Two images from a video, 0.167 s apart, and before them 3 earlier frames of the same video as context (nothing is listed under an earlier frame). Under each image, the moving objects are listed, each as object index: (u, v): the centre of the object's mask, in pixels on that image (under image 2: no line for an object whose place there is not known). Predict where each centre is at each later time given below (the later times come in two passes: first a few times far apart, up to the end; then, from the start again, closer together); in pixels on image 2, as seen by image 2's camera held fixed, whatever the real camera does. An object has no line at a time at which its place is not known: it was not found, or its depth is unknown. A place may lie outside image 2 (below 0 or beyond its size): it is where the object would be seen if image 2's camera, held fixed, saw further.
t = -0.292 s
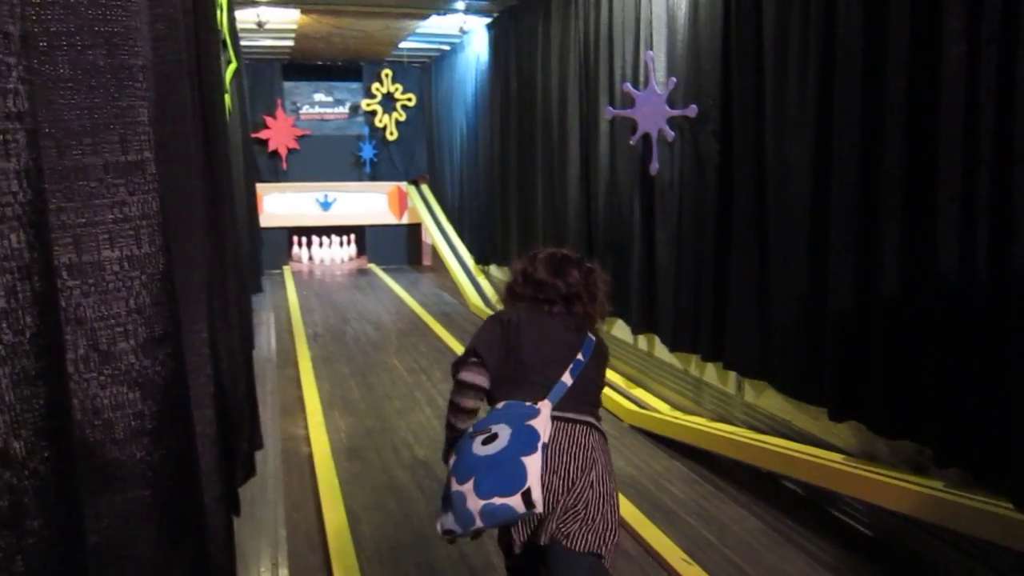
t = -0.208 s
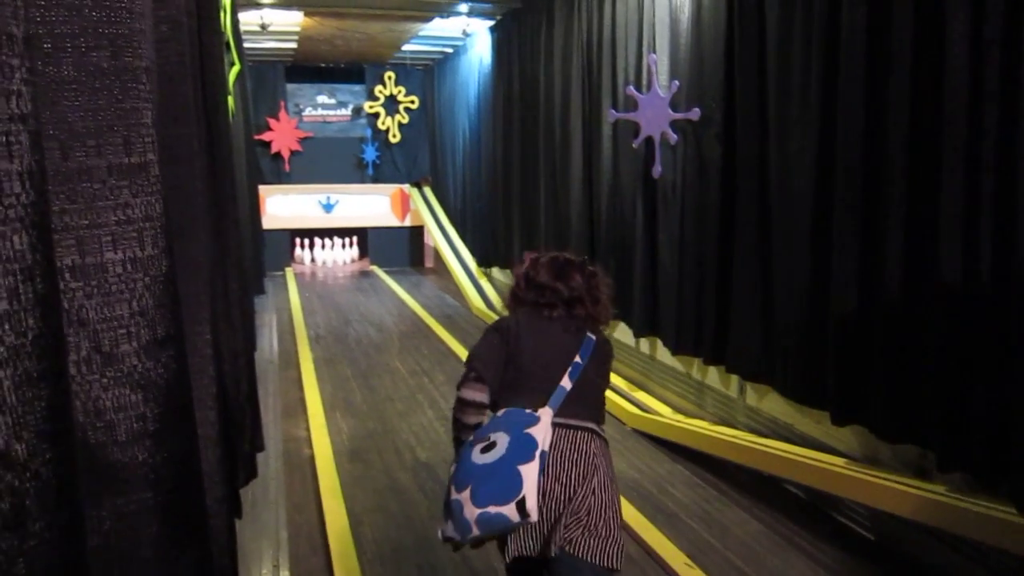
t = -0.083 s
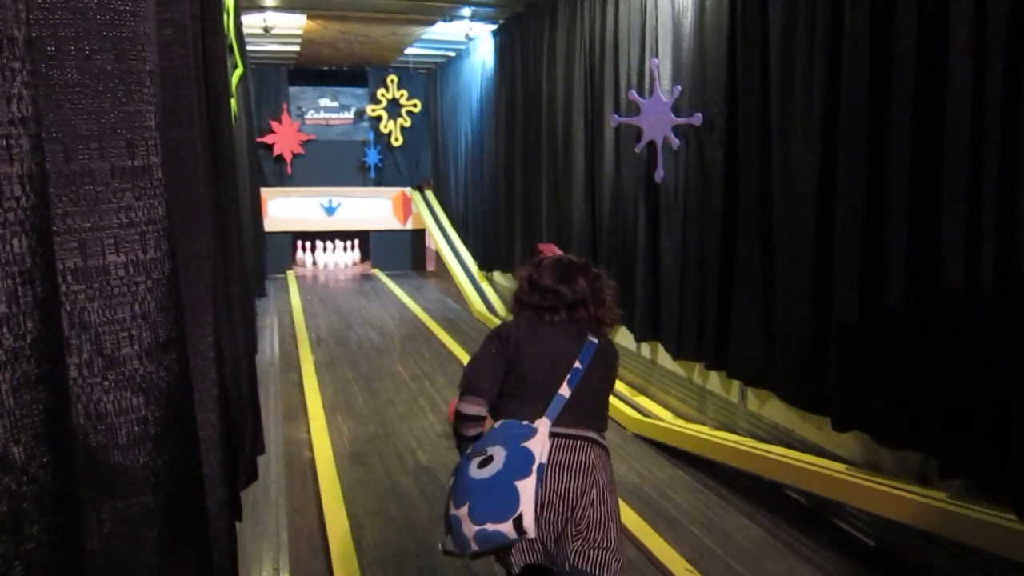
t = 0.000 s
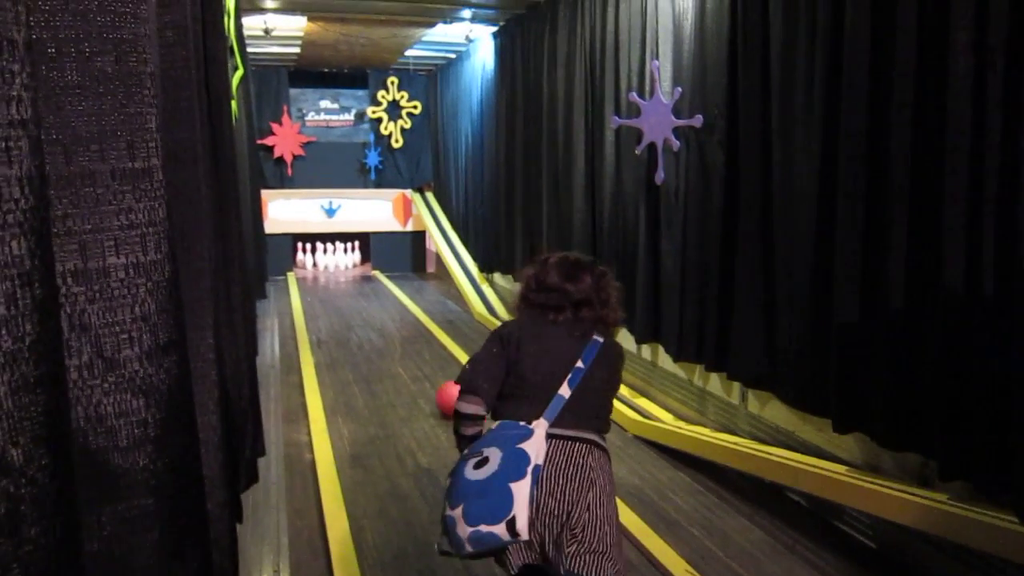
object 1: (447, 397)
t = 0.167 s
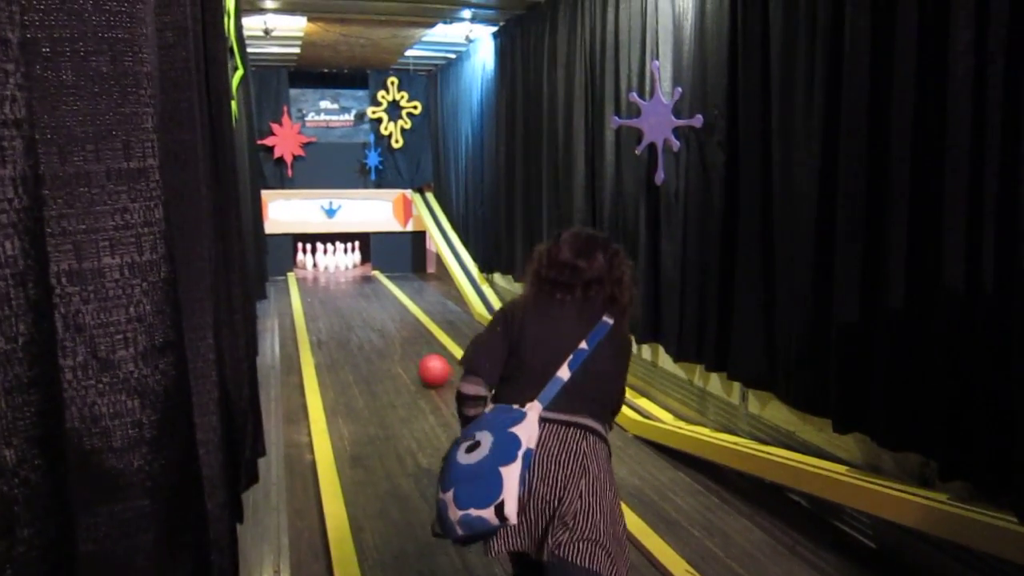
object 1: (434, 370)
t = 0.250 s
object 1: (427, 360)
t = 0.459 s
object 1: (411, 337)
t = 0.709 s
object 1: (397, 317)
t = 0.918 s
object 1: (388, 304)
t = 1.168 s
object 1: (380, 290)
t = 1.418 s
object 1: (376, 279)
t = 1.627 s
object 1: (367, 273)
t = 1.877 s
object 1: (359, 267)
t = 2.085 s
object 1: (355, 260)
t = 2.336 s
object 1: (356, 256)
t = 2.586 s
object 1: (362, 257)
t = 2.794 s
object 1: (365, 258)
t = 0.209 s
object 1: (430, 365)
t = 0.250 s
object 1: (427, 360)
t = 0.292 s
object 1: (423, 355)
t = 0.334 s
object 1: (420, 350)
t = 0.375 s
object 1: (417, 346)
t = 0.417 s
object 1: (413, 342)
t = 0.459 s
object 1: (411, 337)
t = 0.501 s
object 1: (408, 334)
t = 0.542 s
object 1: (405, 330)
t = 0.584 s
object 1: (403, 326)
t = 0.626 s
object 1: (401, 323)
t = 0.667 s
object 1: (399, 320)
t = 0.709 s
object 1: (397, 317)
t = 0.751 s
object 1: (395, 314)
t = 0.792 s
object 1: (393, 311)
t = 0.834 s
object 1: (391, 308)
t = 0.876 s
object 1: (389, 306)
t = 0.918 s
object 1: (388, 304)
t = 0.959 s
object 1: (386, 301)
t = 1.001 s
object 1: (385, 299)
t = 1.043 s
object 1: (384, 297)
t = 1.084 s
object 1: (383, 294)
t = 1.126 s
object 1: (382, 292)
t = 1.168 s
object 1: (380, 290)
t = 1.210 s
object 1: (379, 287)
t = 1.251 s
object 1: (379, 286)
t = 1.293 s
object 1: (378, 284)
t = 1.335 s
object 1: (377, 282)
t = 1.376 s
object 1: (376, 281)
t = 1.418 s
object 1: (376, 279)
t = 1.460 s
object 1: (375, 278)
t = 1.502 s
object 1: (373, 276)
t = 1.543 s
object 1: (372, 275)
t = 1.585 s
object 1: (368, 274)
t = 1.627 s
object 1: (367, 273)
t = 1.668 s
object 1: (366, 272)
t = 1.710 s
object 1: (364, 271)
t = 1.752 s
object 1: (362, 270)
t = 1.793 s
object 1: (360, 268)
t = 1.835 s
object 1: (360, 268)
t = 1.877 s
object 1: (359, 267)
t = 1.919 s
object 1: (356, 264)
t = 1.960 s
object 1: (354, 262)
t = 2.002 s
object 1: (354, 260)
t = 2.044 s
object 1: (354, 260)
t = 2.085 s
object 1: (355, 260)
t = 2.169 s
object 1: (355, 259)
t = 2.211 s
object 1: (356, 259)
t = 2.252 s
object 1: (356, 258)
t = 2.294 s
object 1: (356, 257)
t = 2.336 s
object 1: (356, 256)
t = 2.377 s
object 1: (357, 255)
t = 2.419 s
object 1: (358, 255)
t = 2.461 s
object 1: (359, 255)
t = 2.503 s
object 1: (360, 256)
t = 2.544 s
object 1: (361, 256)
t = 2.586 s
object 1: (362, 257)
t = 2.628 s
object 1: (363, 257)
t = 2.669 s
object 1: (364, 257)
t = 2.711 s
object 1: (363, 258)
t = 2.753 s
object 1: (364, 258)
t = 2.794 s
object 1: (365, 258)
